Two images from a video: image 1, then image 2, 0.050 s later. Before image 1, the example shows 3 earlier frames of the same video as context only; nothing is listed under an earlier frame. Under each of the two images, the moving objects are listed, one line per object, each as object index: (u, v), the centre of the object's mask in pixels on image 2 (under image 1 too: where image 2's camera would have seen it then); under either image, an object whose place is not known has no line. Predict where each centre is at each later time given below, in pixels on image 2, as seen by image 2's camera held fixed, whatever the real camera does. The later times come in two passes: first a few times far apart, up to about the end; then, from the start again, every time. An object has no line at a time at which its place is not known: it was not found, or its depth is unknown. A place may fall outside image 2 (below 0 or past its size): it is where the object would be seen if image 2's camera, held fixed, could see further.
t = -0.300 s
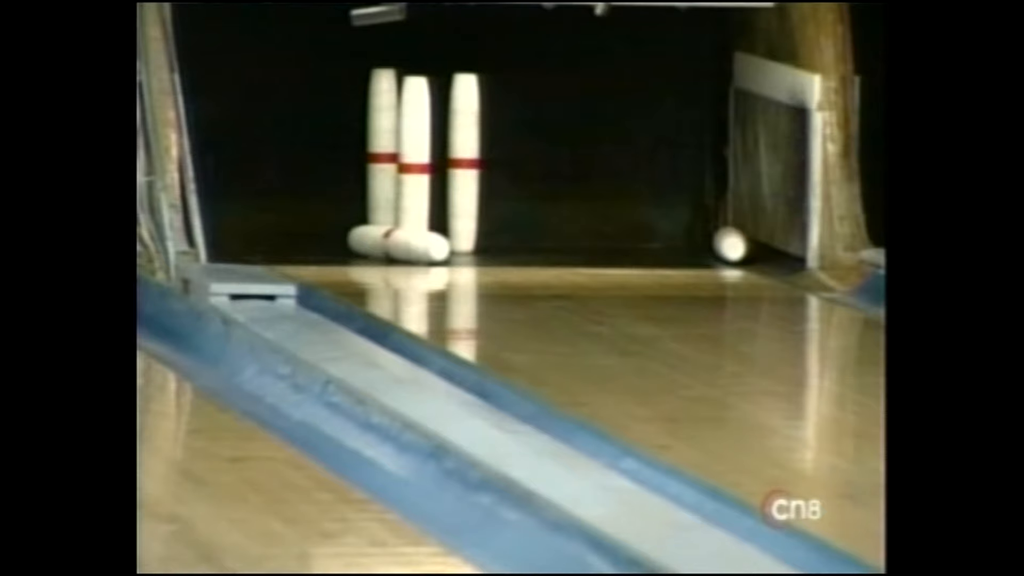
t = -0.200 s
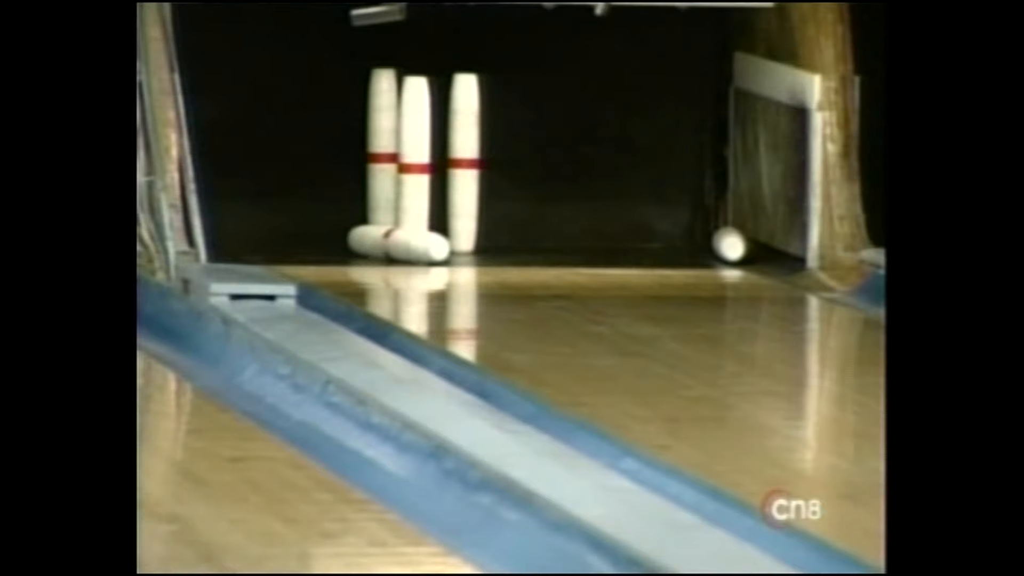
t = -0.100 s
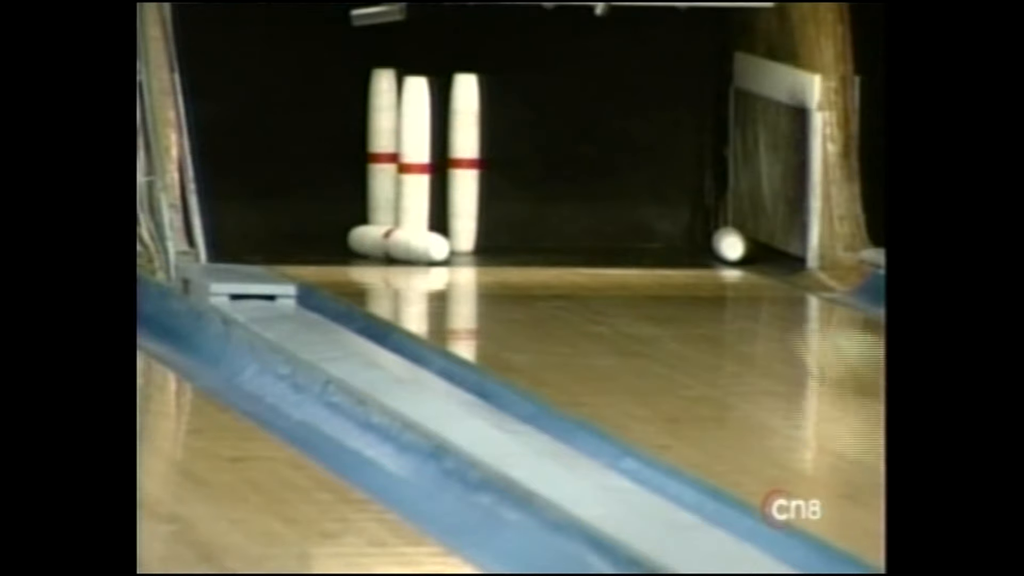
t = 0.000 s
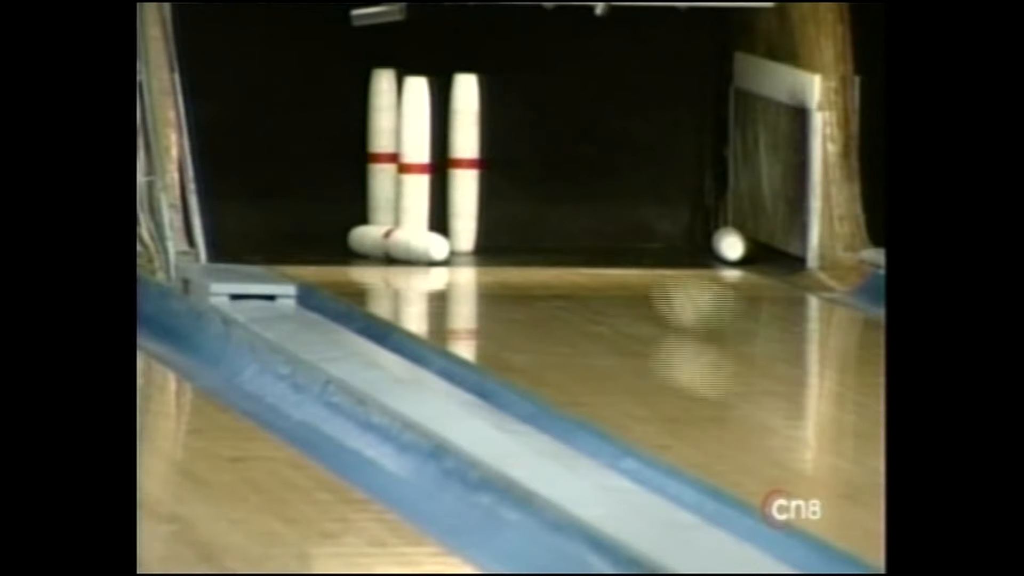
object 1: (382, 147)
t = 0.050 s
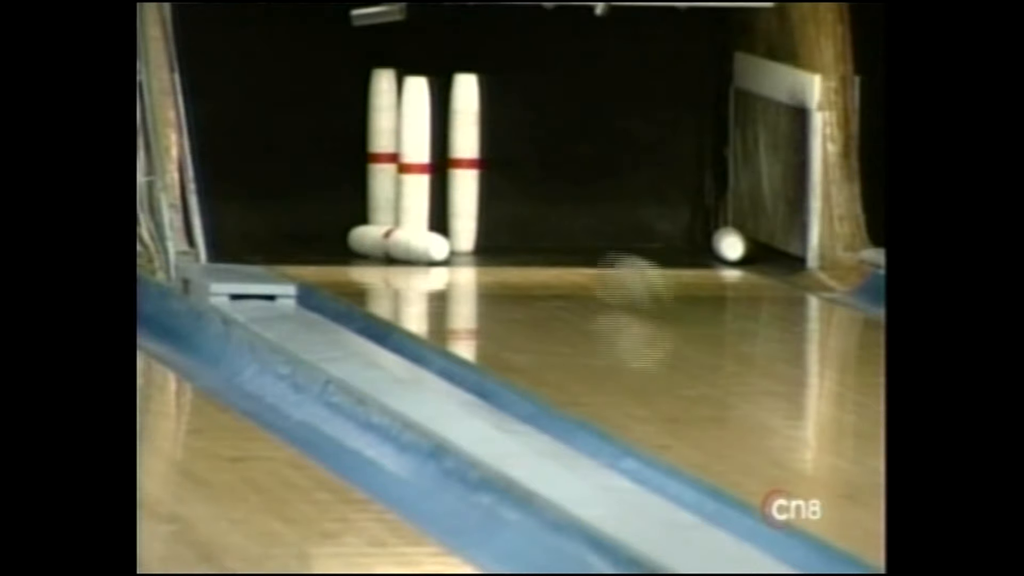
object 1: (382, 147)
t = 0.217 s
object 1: (382, 147)
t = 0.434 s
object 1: (291, 198)
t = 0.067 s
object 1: (382, 147)
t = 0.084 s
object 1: (382, 147)
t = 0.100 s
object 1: (382, 147)
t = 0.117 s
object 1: (382, 147)
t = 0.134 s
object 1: (382, 147)
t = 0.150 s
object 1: (382, 147)
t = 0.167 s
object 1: (382, 147)
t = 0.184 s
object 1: (382, 147)
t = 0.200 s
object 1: (382, 147)
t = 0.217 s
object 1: (382, 147)
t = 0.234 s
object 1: (382, 147)
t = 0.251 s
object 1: (377, 155)
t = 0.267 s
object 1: (368, 162)
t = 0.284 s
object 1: (357, 167)
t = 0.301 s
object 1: (347, 170)
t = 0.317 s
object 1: (338, 170)
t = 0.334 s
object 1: (331, 169)
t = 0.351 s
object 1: (328, 170)
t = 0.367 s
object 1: (326, 174)
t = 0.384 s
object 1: (326, 182)
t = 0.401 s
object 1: (321, 190)
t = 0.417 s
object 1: (307, 195)
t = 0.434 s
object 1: (291, 198)
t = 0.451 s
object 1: (288, 202)
